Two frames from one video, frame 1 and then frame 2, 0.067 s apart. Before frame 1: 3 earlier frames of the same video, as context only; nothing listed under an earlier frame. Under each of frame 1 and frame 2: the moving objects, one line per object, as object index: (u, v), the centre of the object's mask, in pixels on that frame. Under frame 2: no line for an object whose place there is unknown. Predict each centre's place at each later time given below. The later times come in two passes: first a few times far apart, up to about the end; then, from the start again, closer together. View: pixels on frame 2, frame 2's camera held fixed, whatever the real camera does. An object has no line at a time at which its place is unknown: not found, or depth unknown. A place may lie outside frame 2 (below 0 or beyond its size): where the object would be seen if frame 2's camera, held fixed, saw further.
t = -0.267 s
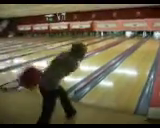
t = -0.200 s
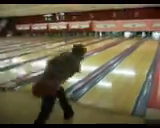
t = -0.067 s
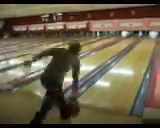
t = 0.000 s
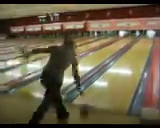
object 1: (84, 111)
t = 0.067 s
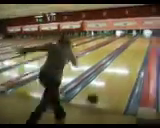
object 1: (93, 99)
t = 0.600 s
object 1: (129, 63)
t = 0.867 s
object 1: (136, 54)
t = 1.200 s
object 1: (140, 48)
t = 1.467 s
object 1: (144, 44)
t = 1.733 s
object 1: (145, 43)
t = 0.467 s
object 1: (124, 69)
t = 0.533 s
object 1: (127, 68)
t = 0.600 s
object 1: (129, 63)
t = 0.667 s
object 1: (131, 60)
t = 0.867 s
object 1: (136, 54)
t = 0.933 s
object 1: (137, 52)
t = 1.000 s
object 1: (139, 50)
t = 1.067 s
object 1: (139, 49)
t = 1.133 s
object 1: (140, 48)
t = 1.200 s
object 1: (140, 48)
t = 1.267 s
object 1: (142, 46)
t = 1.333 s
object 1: (142, 45)
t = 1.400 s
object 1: (144, 44)
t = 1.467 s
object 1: (144, 44)
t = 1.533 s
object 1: (144, 44)
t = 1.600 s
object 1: (144, 43)
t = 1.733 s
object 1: (145, 43)
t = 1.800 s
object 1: (146, 41)
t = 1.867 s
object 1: (147, 40)
